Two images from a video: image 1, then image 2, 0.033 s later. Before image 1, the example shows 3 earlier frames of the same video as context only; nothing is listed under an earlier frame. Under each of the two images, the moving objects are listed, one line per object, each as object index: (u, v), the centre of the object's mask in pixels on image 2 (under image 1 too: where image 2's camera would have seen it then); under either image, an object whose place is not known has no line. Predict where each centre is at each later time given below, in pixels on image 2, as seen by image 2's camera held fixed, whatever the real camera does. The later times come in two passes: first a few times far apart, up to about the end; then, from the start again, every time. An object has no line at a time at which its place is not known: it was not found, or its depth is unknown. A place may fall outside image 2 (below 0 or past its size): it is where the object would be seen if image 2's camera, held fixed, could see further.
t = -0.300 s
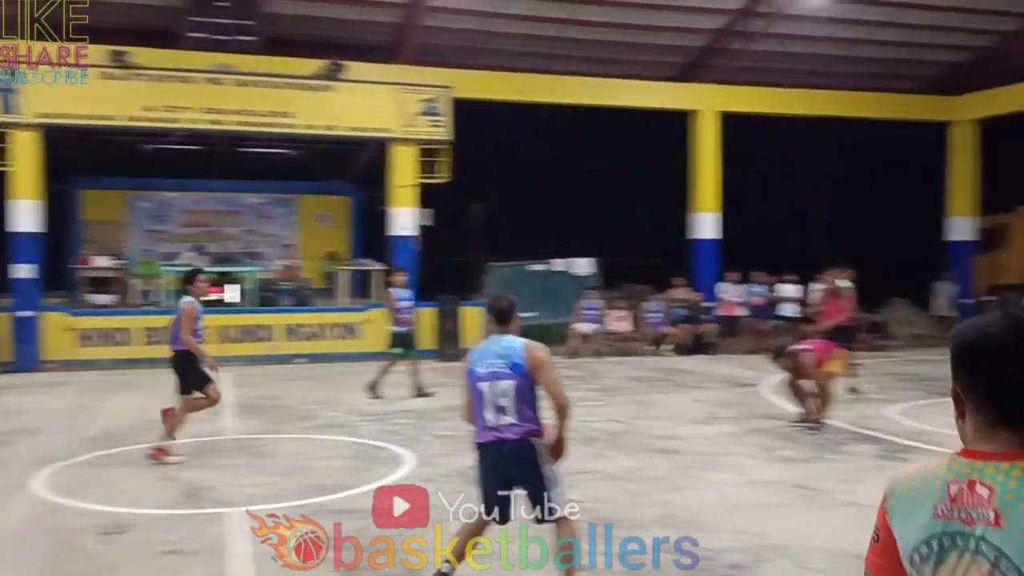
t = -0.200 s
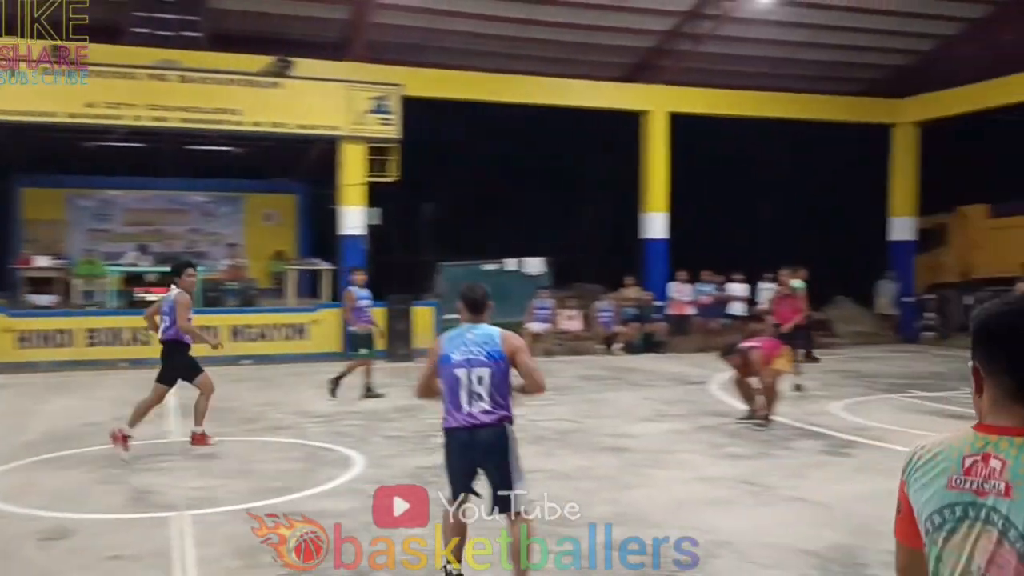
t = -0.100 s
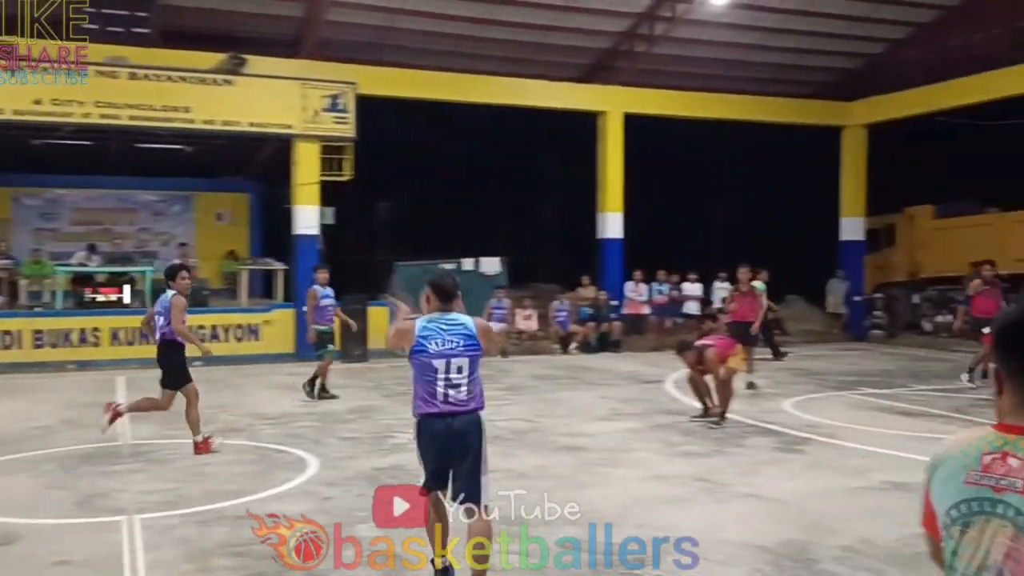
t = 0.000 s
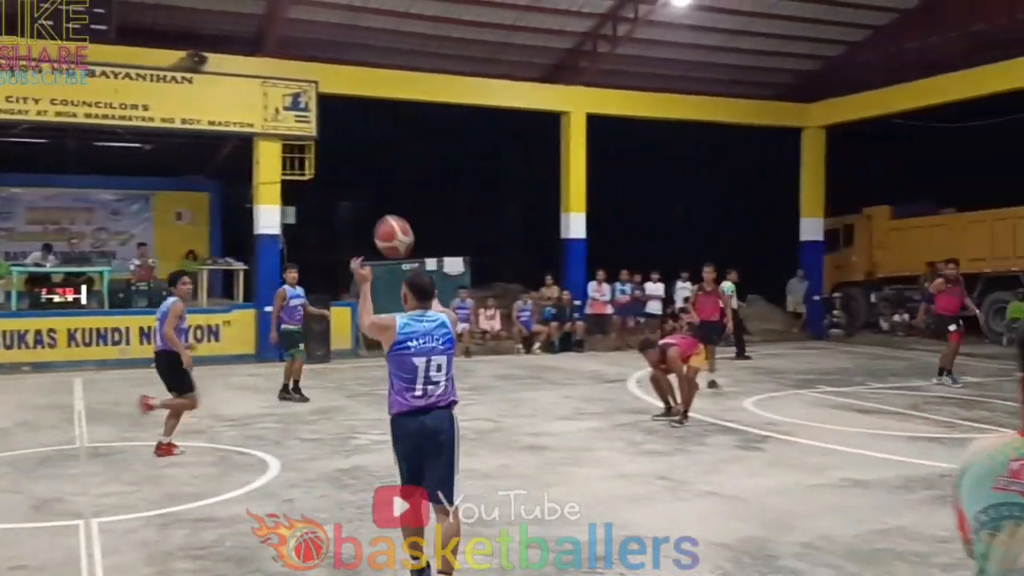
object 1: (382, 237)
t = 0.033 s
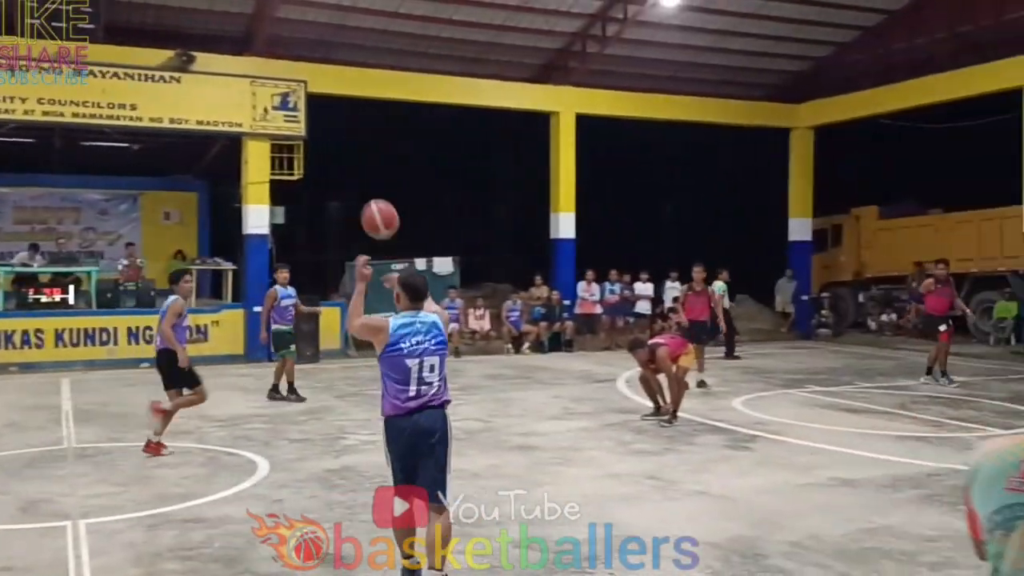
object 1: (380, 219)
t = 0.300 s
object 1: (362, 160)
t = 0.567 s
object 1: (355, 186)
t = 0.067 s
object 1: (377, 205)
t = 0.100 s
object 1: (374, 193)
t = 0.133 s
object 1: (372, 183)
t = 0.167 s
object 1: (369, 175)
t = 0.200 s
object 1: (367, 169)
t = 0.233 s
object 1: (365, 164)
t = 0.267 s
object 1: (364, 162)
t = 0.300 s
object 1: (362, 160)
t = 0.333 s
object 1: (361, 160)
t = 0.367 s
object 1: (360, 161)
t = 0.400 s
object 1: (359, 163)
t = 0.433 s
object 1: (358, 166)
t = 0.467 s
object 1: (357, 169)
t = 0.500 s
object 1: (356, 174)
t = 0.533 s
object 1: (356, 179)
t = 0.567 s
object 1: (355, 186)
